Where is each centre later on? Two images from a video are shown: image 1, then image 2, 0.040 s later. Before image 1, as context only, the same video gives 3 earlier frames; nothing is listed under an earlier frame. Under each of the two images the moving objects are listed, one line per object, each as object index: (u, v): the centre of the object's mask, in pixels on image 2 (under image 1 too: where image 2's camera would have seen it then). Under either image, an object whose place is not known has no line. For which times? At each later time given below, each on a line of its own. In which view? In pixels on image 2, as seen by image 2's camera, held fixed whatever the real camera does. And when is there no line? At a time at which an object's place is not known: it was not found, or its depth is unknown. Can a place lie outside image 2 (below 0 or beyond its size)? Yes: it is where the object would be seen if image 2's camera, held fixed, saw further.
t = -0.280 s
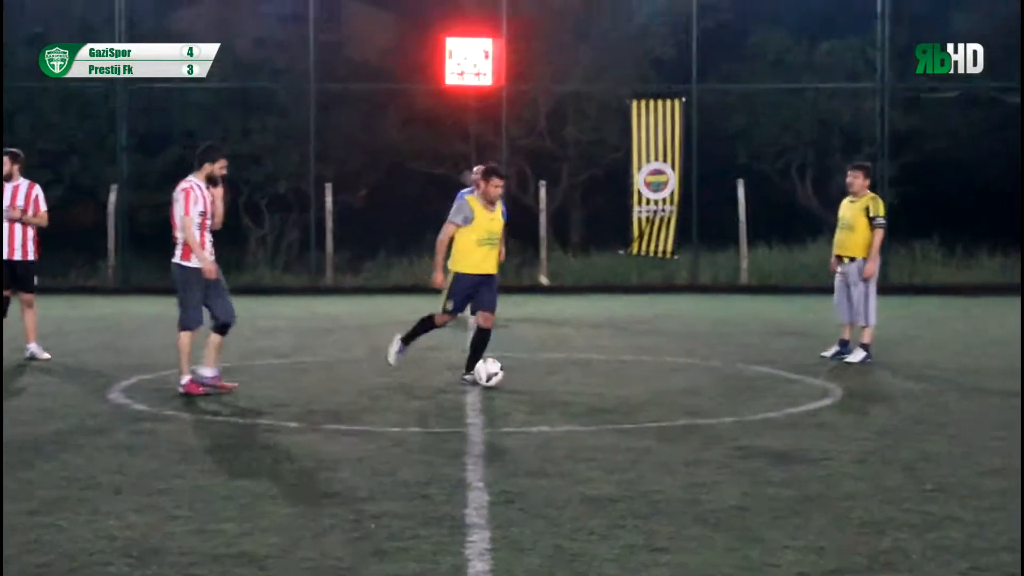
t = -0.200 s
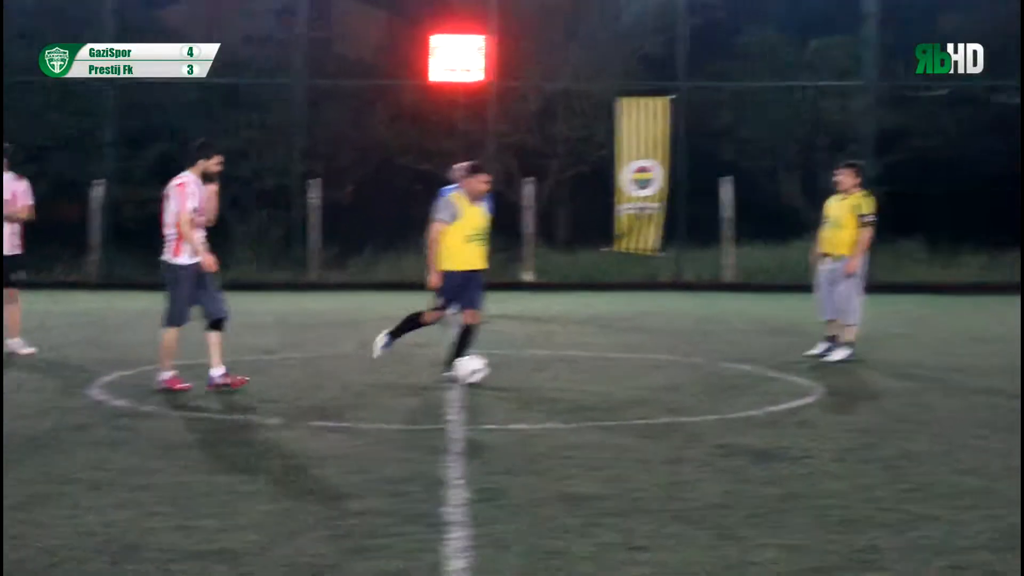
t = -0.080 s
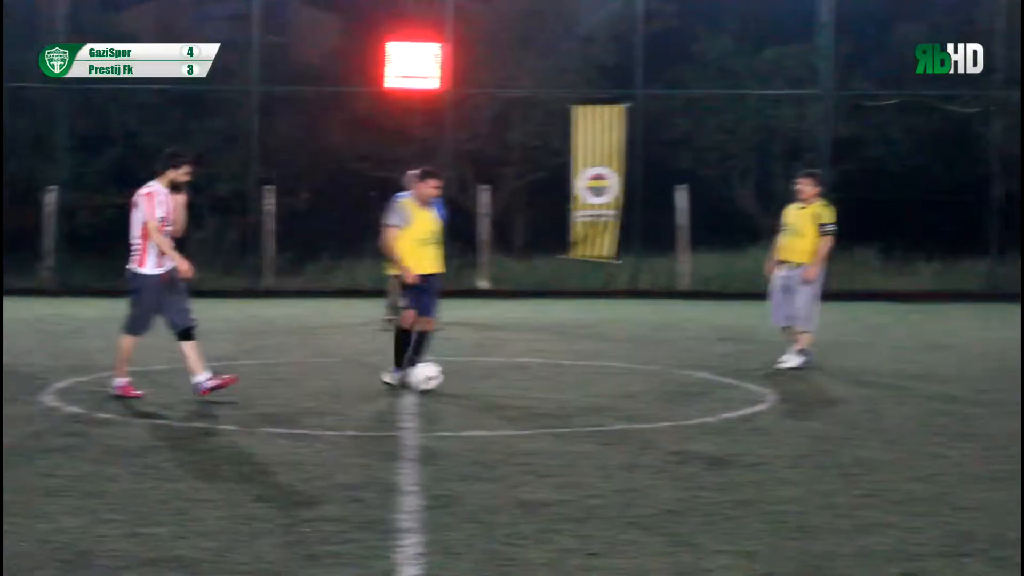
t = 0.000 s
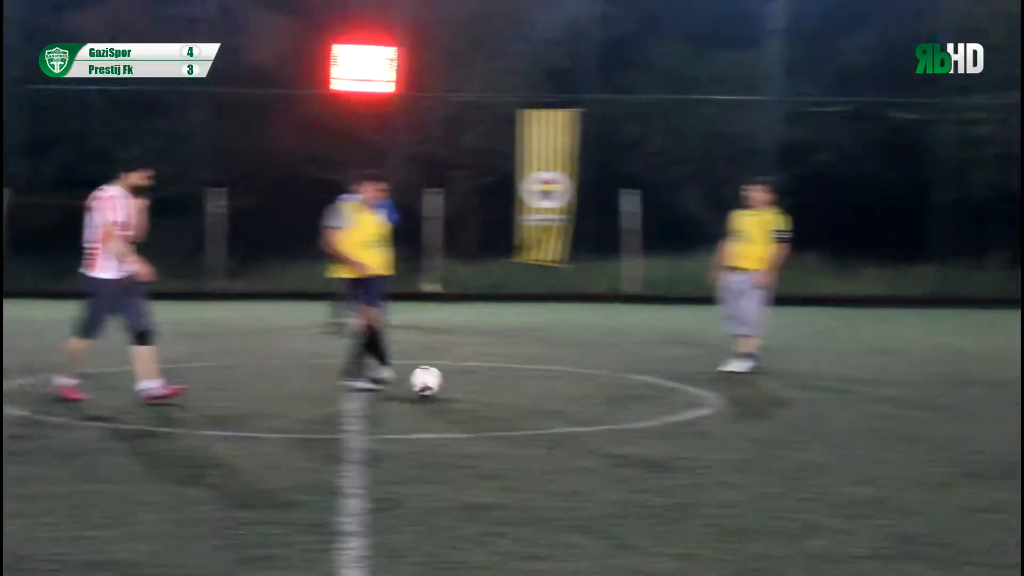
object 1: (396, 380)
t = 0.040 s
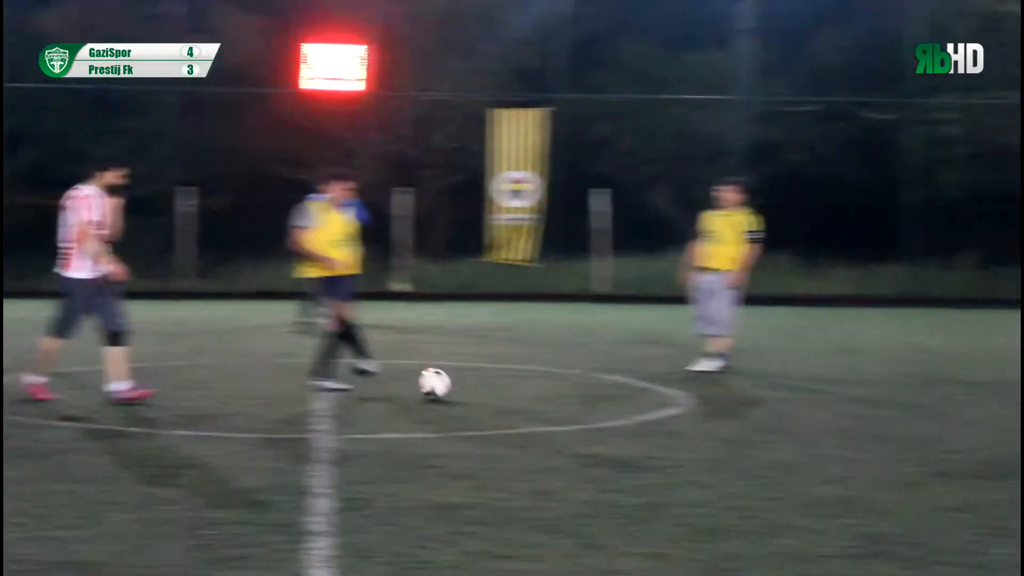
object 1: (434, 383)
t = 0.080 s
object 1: (472, 388)
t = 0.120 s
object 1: (510, 388)
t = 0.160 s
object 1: (548, 392)
